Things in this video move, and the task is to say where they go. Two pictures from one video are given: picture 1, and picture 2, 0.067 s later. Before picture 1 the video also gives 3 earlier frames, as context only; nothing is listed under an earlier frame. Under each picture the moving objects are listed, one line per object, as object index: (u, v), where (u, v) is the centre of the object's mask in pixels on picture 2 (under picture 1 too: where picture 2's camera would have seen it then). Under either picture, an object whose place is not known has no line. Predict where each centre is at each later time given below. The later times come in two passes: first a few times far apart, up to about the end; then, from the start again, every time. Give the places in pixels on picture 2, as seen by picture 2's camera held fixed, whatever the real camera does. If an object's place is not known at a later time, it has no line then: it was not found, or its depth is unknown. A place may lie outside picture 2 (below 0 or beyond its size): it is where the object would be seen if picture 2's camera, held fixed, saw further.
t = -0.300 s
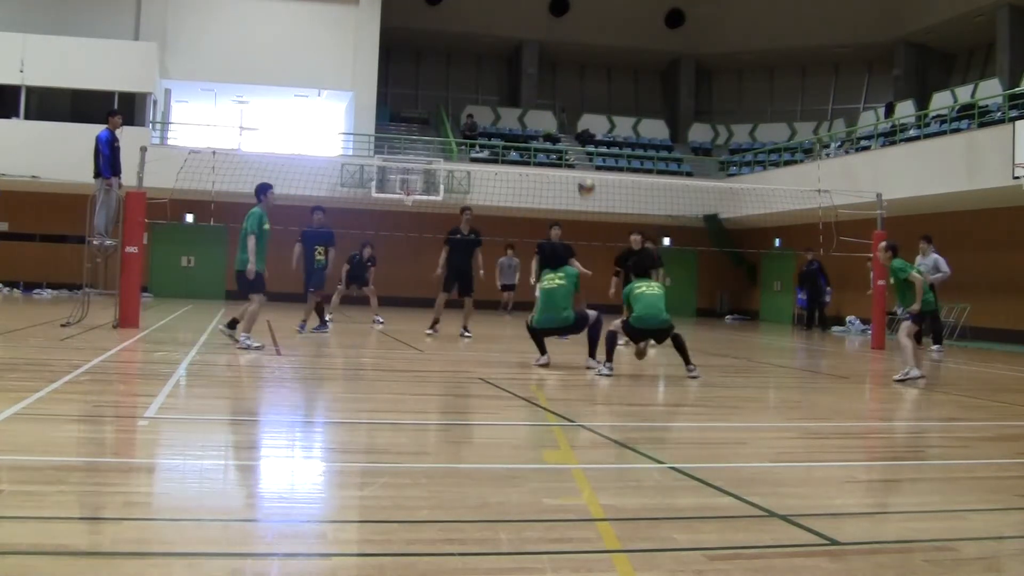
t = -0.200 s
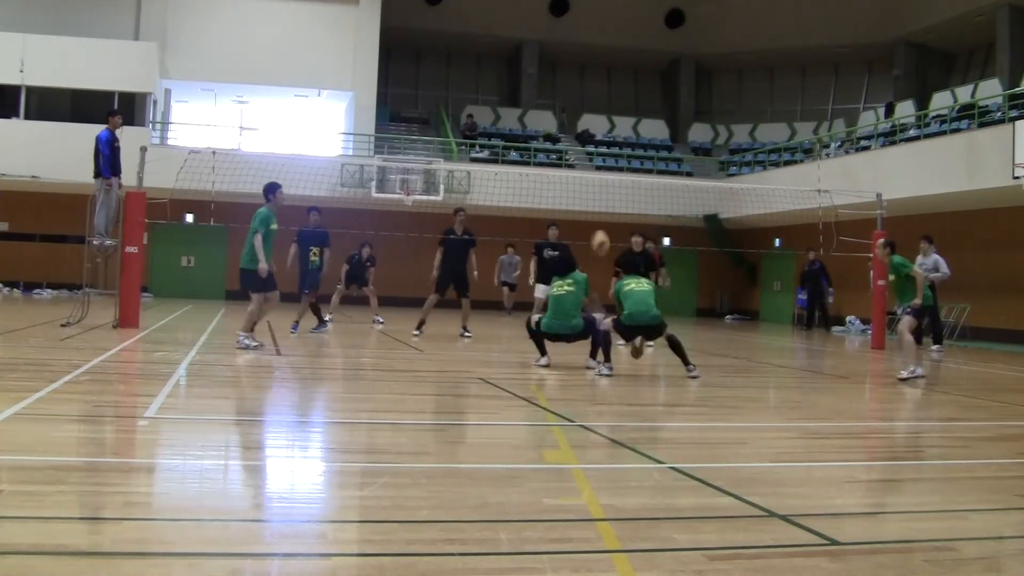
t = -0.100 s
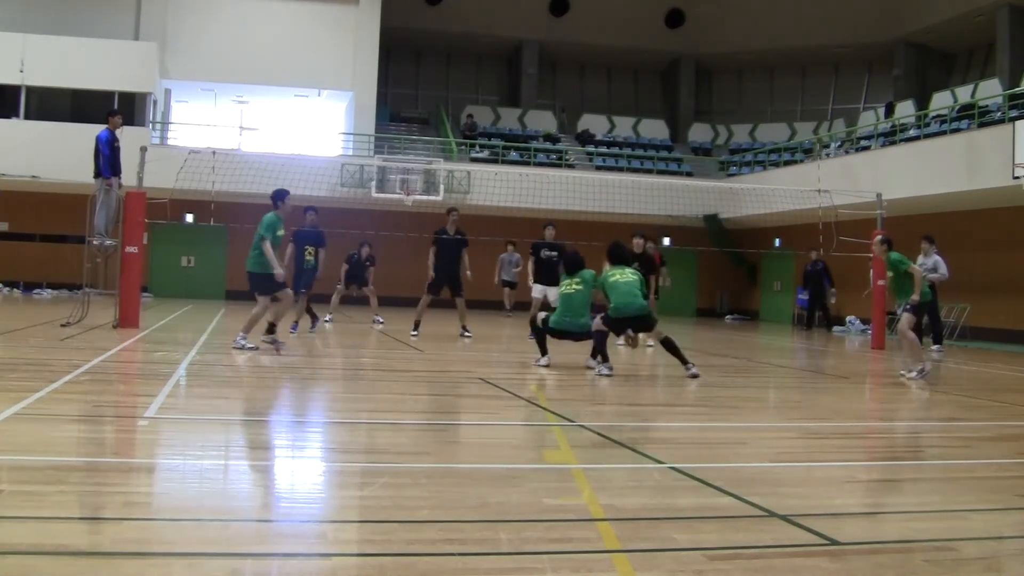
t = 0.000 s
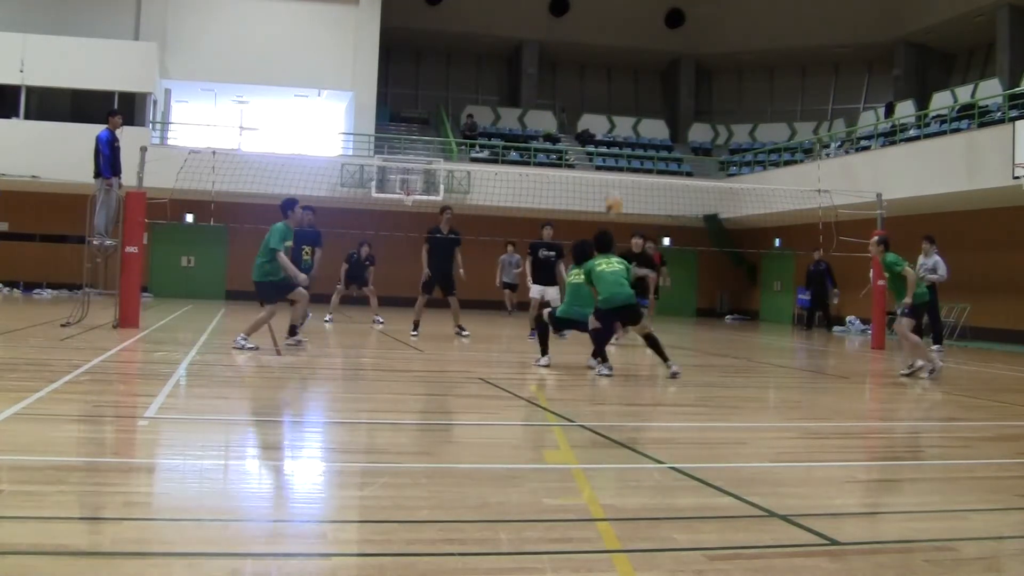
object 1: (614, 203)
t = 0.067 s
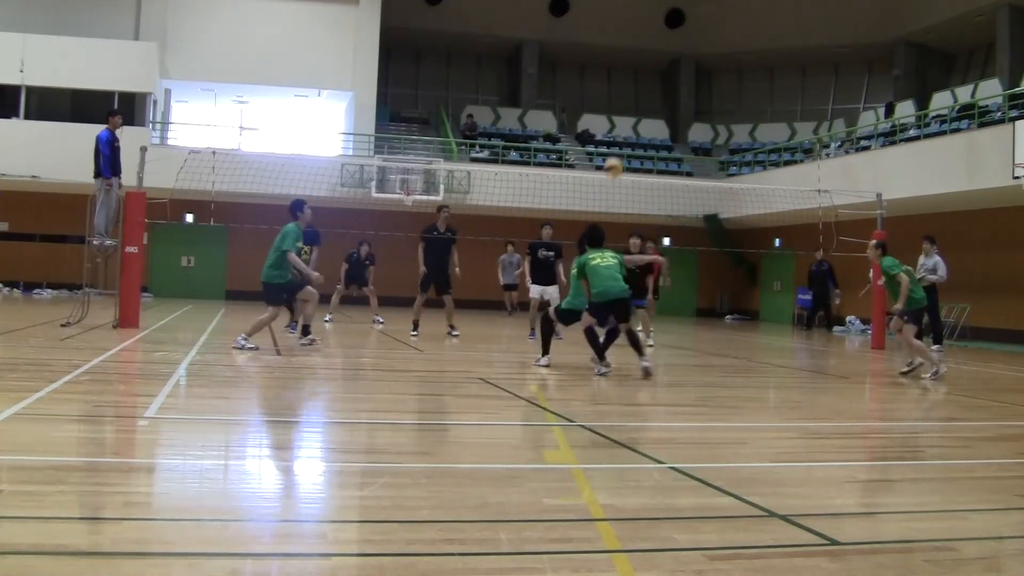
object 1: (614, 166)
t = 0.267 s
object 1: (612, 85)
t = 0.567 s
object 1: (610, 40)
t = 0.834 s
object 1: (607, 59)
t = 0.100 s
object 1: (614, 151)
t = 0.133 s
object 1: (613, 135)
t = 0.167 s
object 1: (613, 118)
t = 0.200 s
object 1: (614, 109)
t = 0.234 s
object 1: (613, 98)
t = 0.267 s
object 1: (612, 85)
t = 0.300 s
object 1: (613, 77)
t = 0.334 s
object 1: (612, 68)
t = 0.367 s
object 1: (612, 62)
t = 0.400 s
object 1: (612, 54)
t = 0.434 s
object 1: (612, 50)
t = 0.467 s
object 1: (612, 47)
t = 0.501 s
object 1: (611, 41)
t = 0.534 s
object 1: (610, 41)
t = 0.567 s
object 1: (610, 40)
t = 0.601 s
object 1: (610, 37)
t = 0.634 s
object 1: (610, 39)
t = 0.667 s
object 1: (610, 43)
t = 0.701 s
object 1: (609, 44)
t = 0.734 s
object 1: (609, 47)
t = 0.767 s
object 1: (608, 49)
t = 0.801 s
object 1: (608, 54)
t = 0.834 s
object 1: (607, 59)
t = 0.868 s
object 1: (607, 65)
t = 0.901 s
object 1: (607, 73)
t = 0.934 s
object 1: (606, 81)
